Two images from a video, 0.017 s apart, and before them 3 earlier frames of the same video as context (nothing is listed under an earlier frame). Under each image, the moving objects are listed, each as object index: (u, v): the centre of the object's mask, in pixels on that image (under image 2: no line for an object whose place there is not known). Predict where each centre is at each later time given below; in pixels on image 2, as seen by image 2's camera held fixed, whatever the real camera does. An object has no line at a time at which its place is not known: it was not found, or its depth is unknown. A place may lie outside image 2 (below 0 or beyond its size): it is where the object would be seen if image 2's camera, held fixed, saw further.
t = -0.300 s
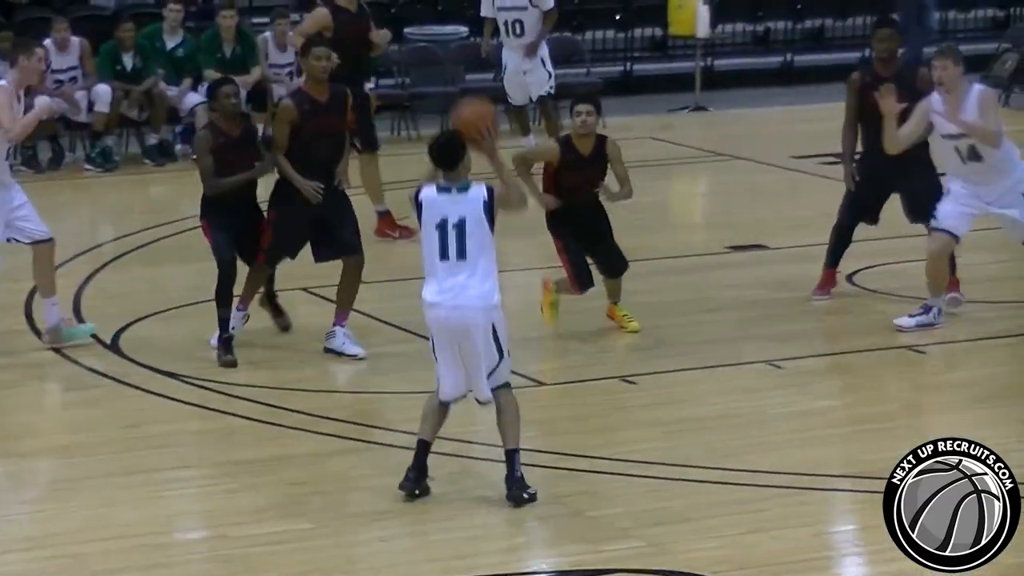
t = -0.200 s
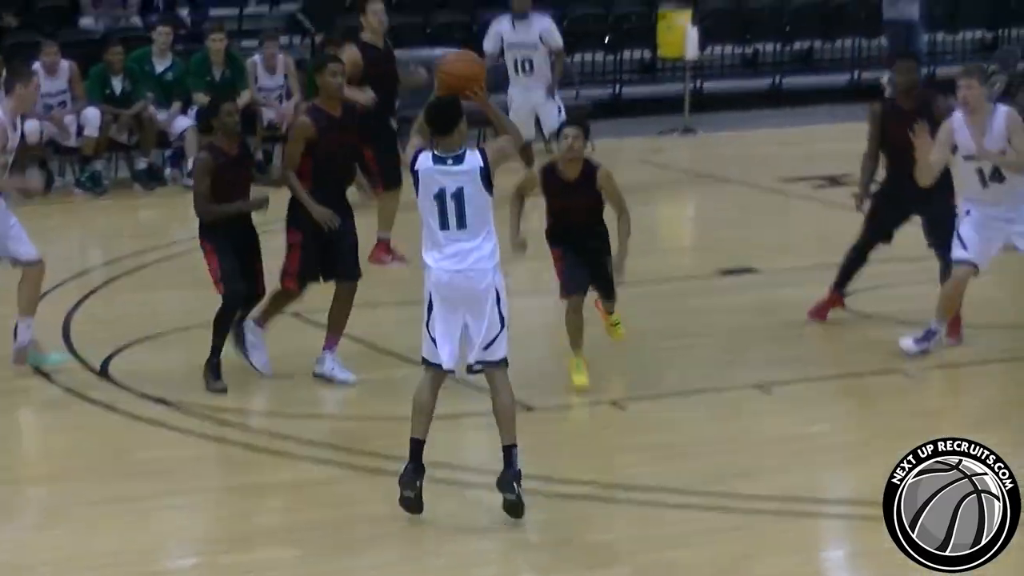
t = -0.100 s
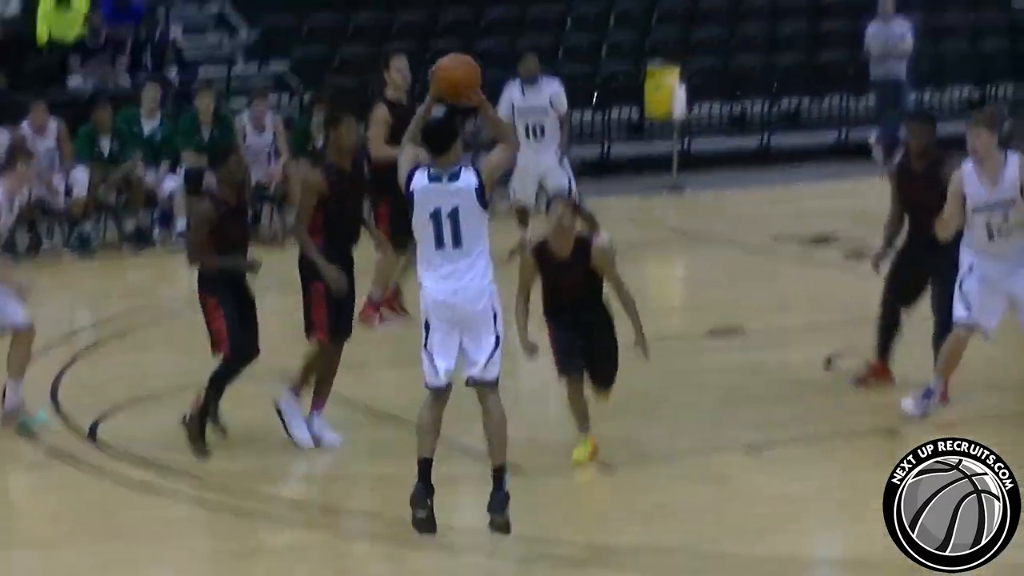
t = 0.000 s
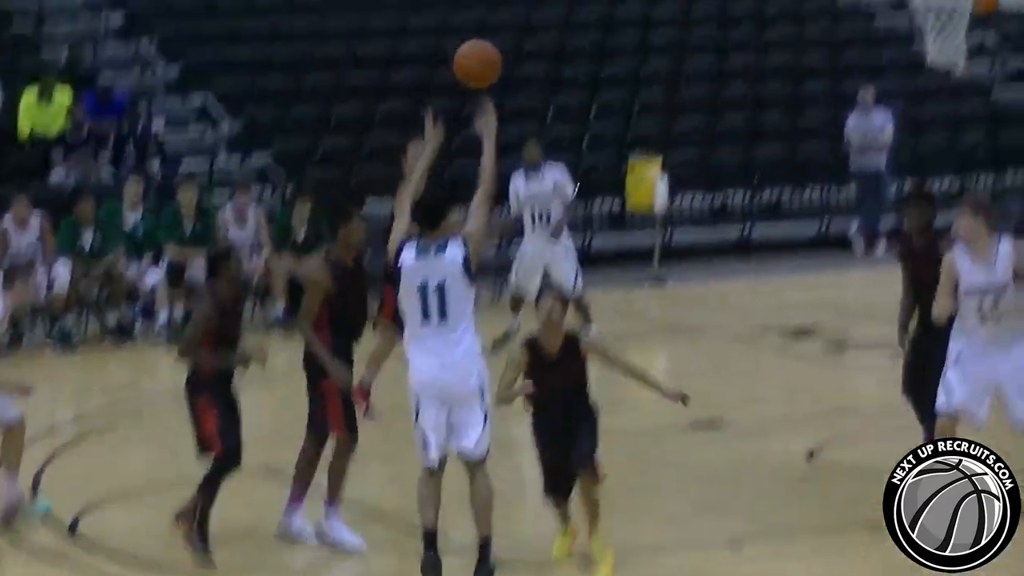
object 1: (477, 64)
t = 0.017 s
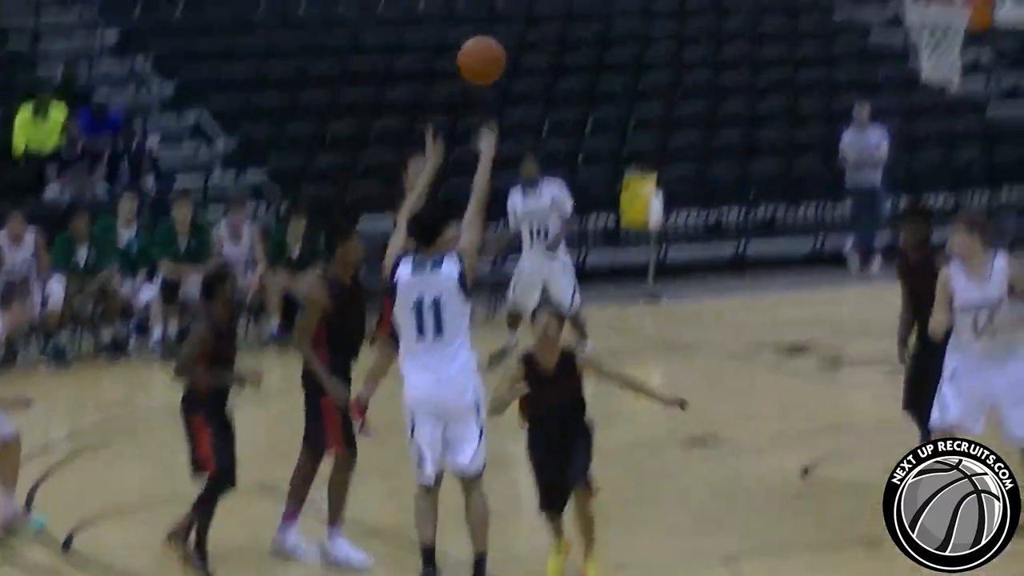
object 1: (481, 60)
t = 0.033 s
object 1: (489, 41)
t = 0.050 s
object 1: (497, 20)
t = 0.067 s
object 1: (505, 3)
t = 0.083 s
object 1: (512, -15)
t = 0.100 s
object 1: (519, -32)
